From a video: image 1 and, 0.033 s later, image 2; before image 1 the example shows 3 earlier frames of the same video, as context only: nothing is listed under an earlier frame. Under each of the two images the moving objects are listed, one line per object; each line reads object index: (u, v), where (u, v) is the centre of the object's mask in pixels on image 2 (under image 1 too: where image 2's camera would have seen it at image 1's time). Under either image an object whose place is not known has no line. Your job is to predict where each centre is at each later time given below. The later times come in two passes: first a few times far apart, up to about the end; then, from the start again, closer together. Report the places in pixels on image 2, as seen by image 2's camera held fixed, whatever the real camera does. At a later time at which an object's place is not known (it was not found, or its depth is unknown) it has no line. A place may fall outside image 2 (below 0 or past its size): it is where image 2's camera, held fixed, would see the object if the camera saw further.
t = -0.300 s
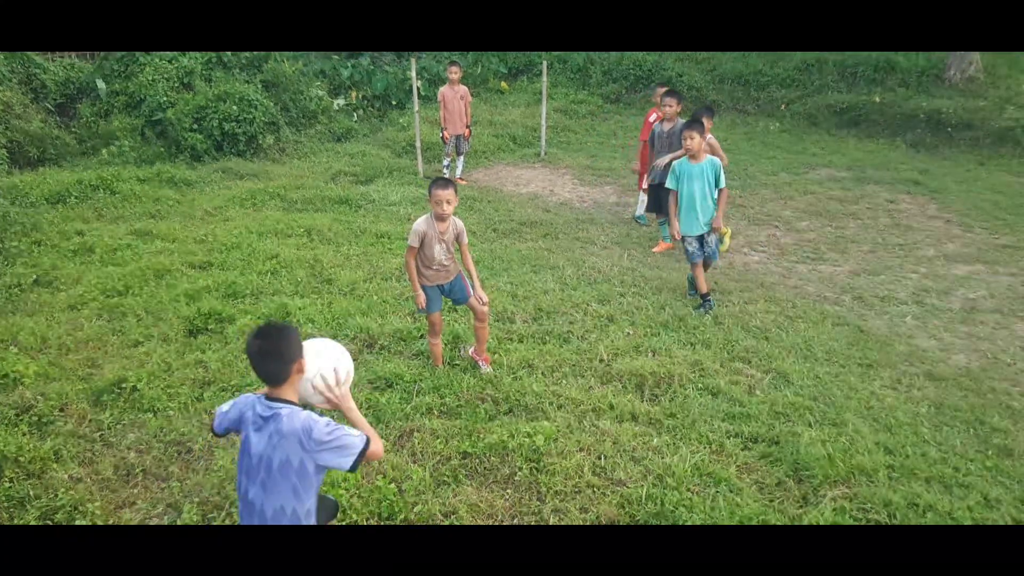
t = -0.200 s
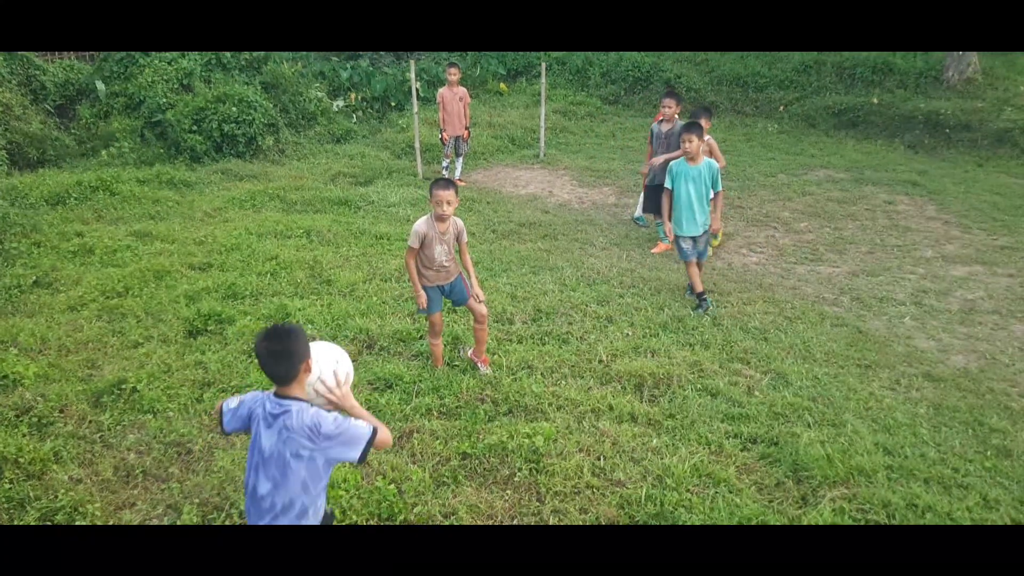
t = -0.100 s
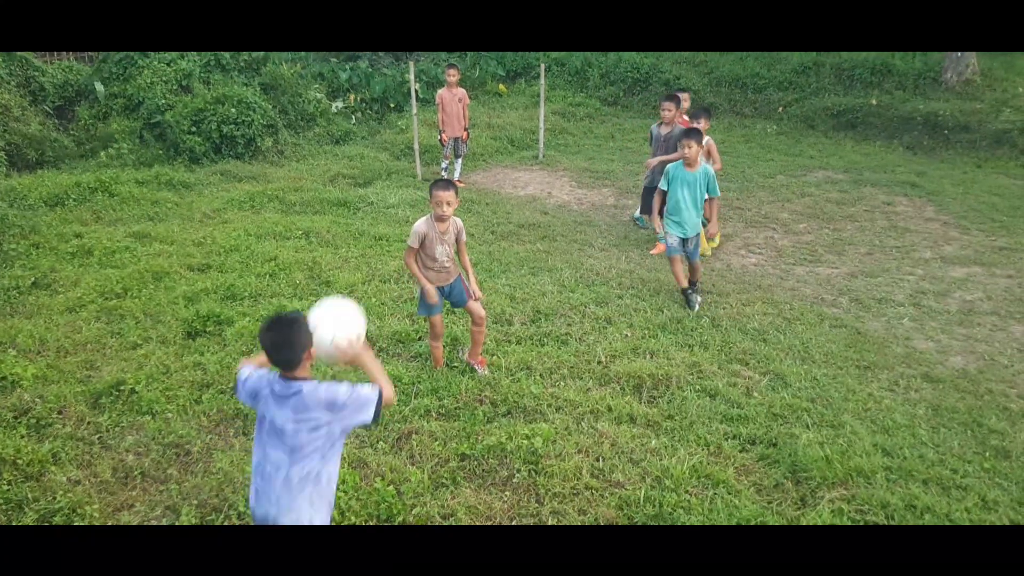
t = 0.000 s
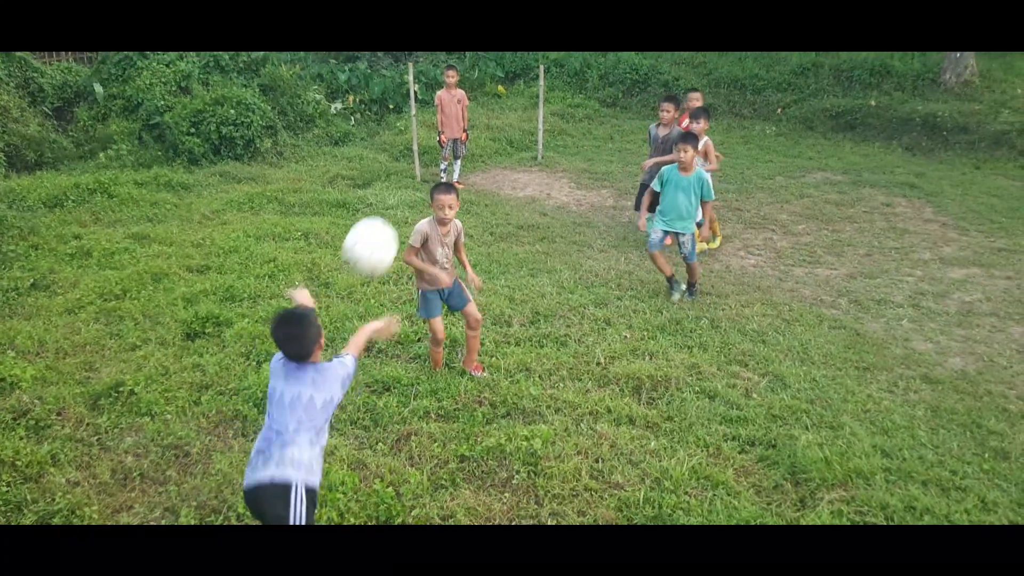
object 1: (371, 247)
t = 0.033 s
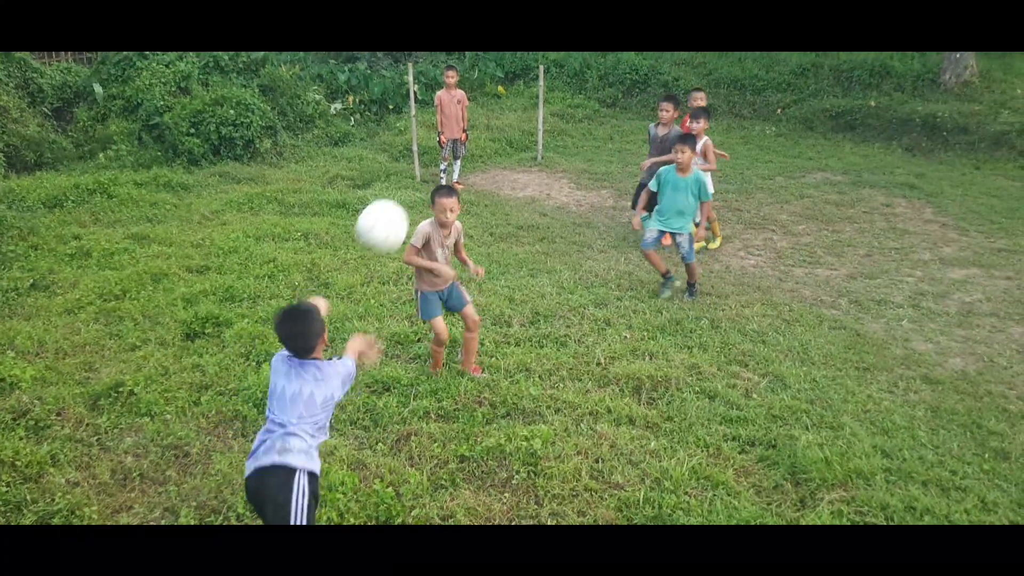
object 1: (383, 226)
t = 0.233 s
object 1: (438, 170)
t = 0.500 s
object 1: (487, 200)
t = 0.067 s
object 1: (394, 209)
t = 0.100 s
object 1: (404, 196)
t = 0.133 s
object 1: (414, 186)
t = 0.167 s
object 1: (422, 179)
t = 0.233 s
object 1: (438, 170)
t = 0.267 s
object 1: (445, 169)
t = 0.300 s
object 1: (452, 169)
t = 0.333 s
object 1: (459, 172)
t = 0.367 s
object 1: (465, 175)
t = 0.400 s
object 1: (471, 179)
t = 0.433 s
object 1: (477, 185)
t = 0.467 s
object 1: (482, 192)
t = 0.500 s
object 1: (487, 200)
